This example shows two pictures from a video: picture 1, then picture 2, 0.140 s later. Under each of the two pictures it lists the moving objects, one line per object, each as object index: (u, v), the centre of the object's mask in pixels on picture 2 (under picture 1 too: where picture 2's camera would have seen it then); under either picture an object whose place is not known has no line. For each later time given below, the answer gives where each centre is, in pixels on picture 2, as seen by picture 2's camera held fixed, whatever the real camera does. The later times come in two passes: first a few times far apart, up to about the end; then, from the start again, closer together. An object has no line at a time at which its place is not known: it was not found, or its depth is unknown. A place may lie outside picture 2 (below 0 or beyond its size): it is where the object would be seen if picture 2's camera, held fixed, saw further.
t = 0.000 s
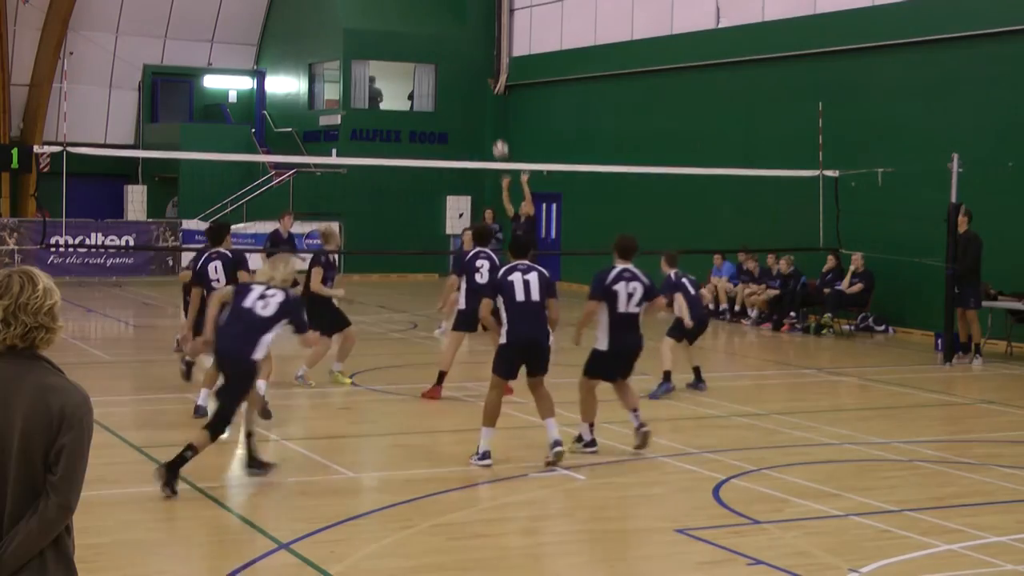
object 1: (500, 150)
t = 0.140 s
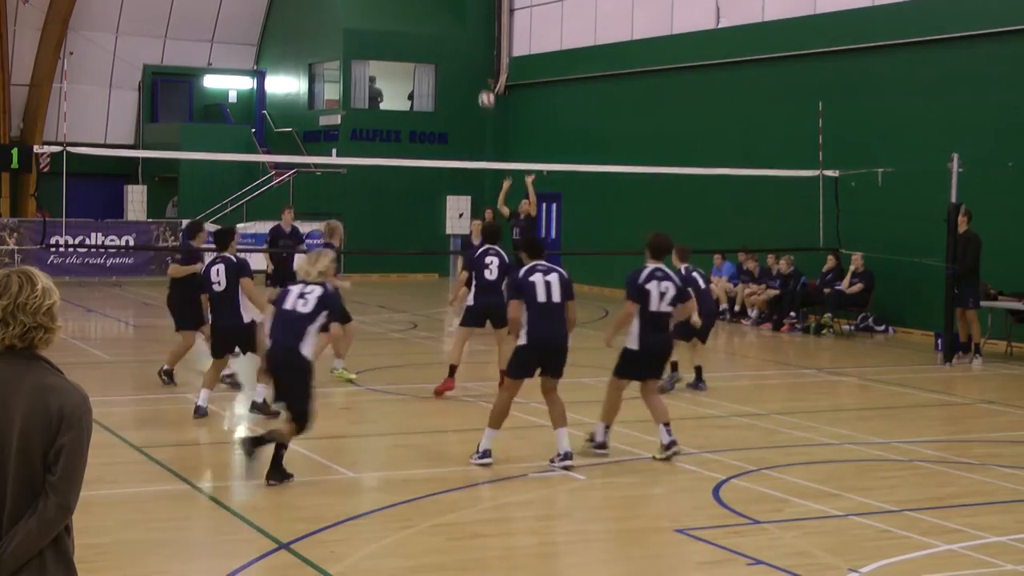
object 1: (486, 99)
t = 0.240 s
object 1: (476, 73)
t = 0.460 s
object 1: (452, 40)
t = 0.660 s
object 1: (429, 42)
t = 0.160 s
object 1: (484, 93)
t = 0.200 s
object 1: (480, 83)
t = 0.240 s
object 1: (476, 73)
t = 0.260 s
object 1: (474, 68)
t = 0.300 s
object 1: (470, 60)
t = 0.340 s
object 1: (465, 53)
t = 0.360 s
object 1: (464, 50)
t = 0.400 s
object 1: (459, 45)
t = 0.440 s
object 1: (454, 41)
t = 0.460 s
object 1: (452, 40)
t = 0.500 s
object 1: (448, 38)
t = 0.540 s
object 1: (443, 37)
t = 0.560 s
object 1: (441, 37)
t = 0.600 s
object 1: (436, 38)
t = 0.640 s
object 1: (431, 41)
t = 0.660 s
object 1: (429, 42)
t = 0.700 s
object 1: (424, 47)
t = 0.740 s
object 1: (419, 52)
